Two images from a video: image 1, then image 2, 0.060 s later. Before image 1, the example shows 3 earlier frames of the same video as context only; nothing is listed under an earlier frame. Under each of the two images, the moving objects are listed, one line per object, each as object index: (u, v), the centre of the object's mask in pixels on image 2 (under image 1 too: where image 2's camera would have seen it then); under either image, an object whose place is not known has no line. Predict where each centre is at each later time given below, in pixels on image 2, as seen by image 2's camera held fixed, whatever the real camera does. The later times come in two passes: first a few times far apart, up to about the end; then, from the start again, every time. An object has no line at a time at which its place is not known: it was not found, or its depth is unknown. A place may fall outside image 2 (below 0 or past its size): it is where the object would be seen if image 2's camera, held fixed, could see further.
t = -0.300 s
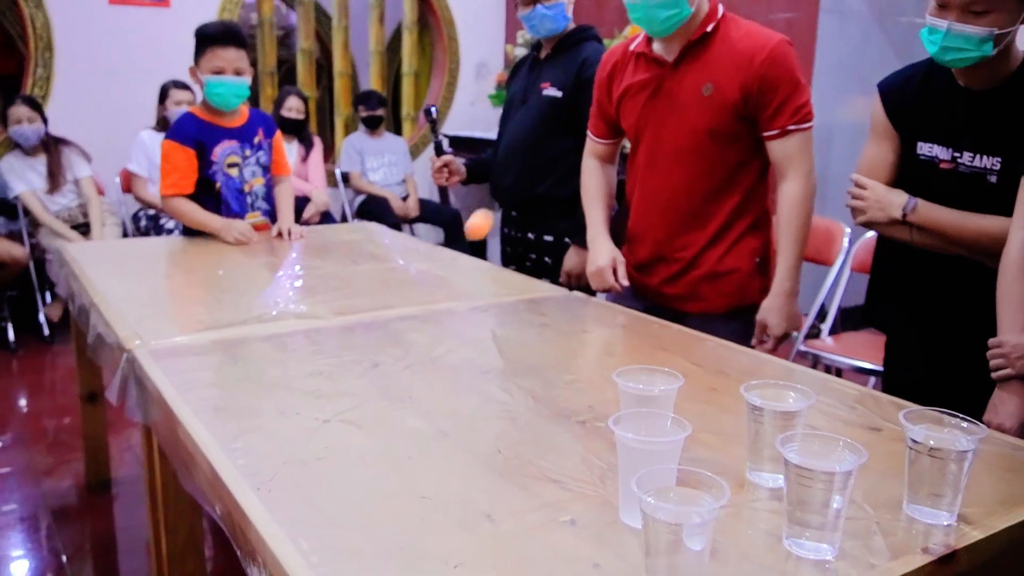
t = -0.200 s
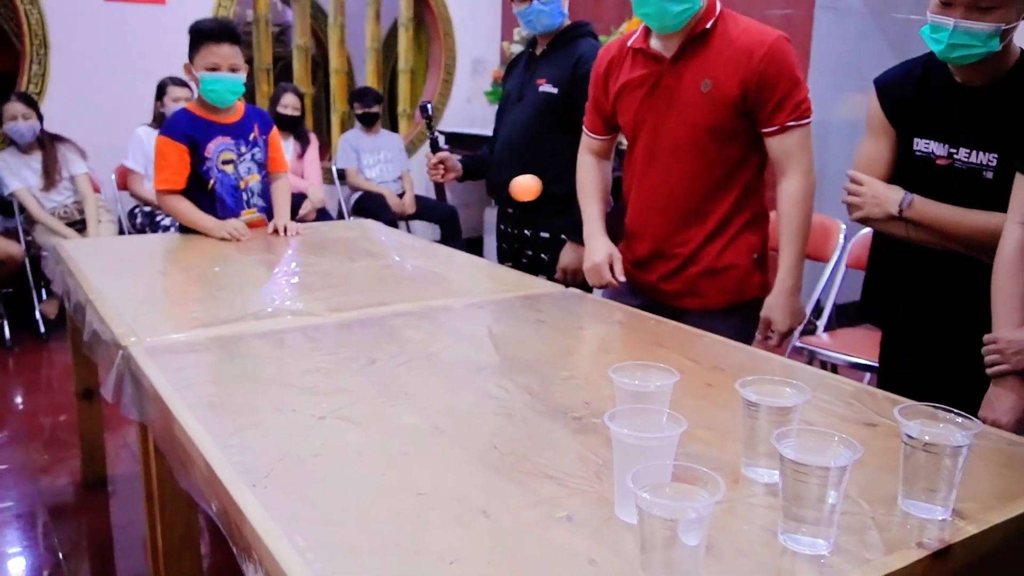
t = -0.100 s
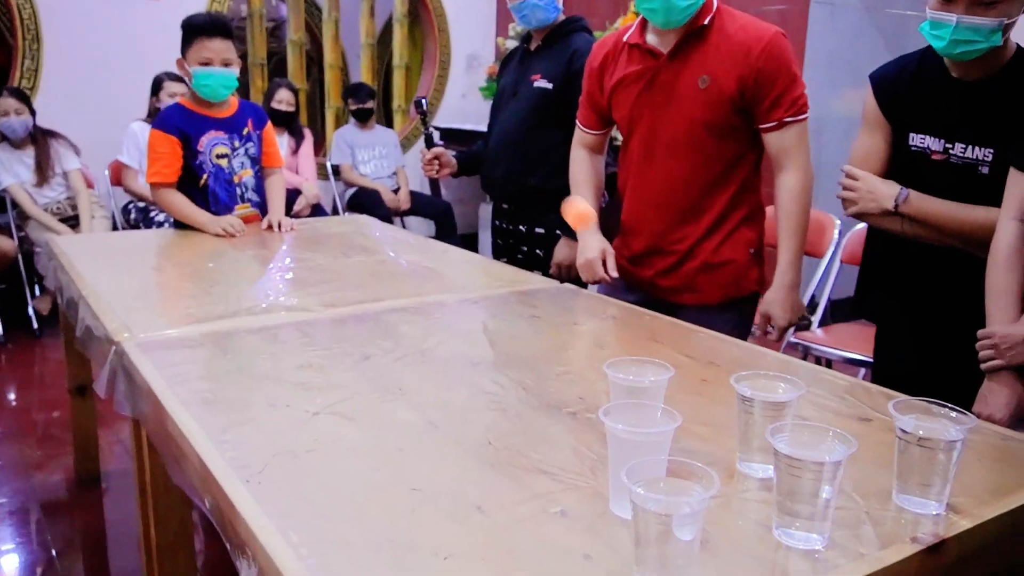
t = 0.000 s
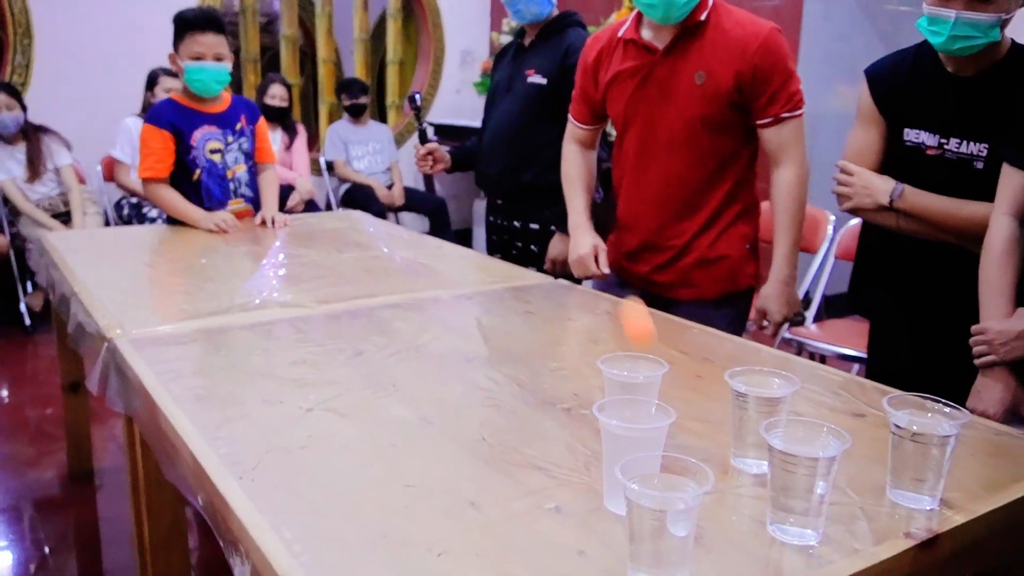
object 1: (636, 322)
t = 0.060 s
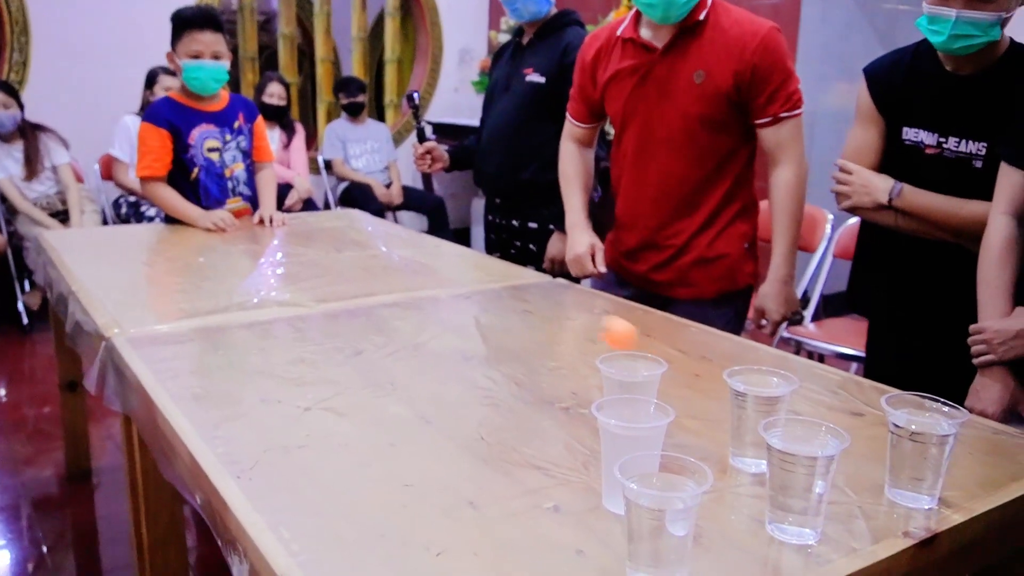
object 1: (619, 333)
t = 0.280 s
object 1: (450, 394)
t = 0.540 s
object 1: (343, 375)
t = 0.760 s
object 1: (256, 400)
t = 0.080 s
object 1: (603, 325)
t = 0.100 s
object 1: (586, 319)
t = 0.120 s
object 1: (569, 316)
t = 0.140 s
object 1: (553, 316)
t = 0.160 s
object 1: (538, 319)
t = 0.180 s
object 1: (522, 325)
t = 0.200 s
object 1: (506, 334)
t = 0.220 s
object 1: (493, 346)
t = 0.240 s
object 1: (480, 360)
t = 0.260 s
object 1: (464, 376)
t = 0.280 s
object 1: (450, 394)
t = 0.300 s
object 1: (439, 389)
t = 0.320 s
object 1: (431, 373)
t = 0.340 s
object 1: (423, 361)
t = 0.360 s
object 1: (414, 351)
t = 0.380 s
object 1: (407, 343)
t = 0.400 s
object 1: (399, 339)
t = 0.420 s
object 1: (391, 336)
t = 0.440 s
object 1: (383, 336)
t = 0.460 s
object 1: (376, 338)
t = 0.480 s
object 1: (368, 343)
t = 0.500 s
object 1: (360, 351)
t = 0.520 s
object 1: (352, 362)
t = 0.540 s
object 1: (343, 375)
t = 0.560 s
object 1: (337, 393)
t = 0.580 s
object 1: (328, 402)
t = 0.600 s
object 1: (320, 392)
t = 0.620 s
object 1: (312, 384)
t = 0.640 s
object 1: (304, 379)
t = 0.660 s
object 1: (296, 376)
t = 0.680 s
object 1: (288, 375)
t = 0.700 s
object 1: (280, 377)
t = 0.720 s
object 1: (272, 382)
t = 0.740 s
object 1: (265, 389)
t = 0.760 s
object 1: (256, 400)
